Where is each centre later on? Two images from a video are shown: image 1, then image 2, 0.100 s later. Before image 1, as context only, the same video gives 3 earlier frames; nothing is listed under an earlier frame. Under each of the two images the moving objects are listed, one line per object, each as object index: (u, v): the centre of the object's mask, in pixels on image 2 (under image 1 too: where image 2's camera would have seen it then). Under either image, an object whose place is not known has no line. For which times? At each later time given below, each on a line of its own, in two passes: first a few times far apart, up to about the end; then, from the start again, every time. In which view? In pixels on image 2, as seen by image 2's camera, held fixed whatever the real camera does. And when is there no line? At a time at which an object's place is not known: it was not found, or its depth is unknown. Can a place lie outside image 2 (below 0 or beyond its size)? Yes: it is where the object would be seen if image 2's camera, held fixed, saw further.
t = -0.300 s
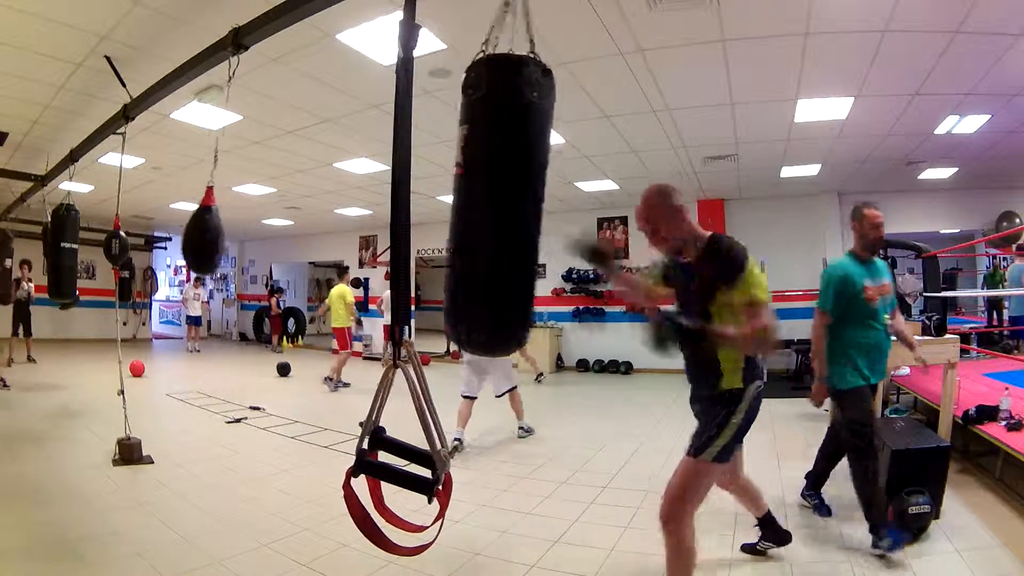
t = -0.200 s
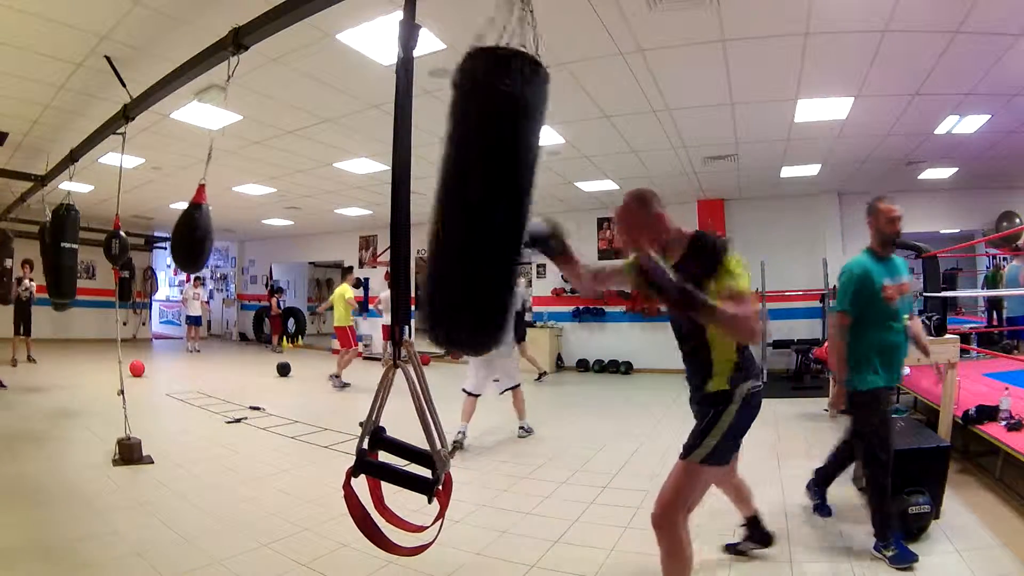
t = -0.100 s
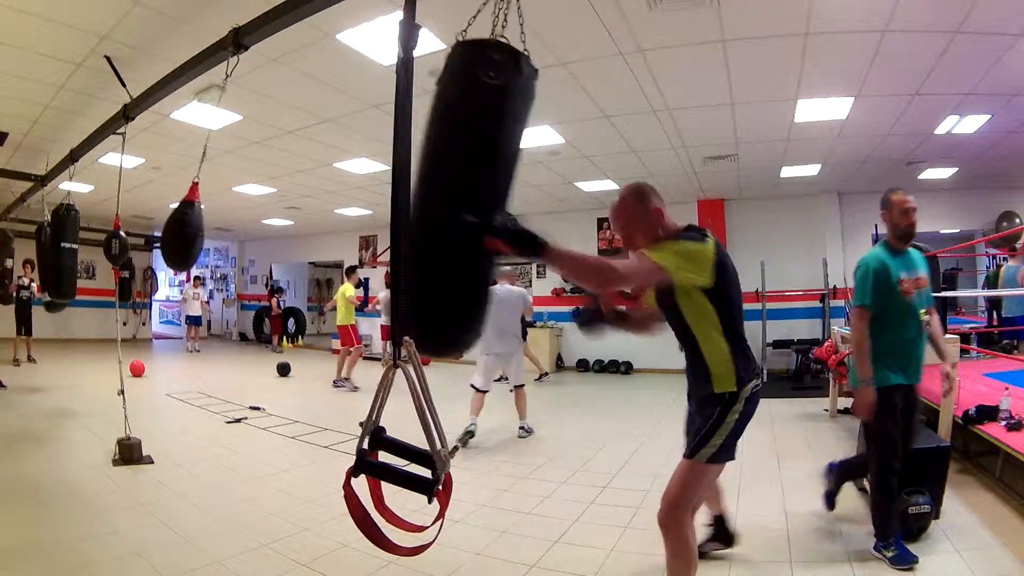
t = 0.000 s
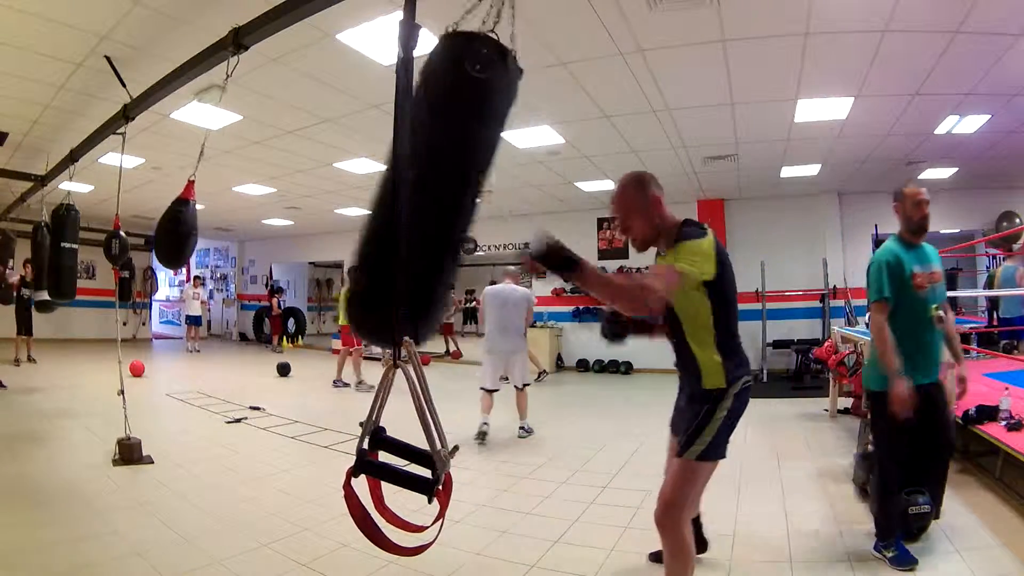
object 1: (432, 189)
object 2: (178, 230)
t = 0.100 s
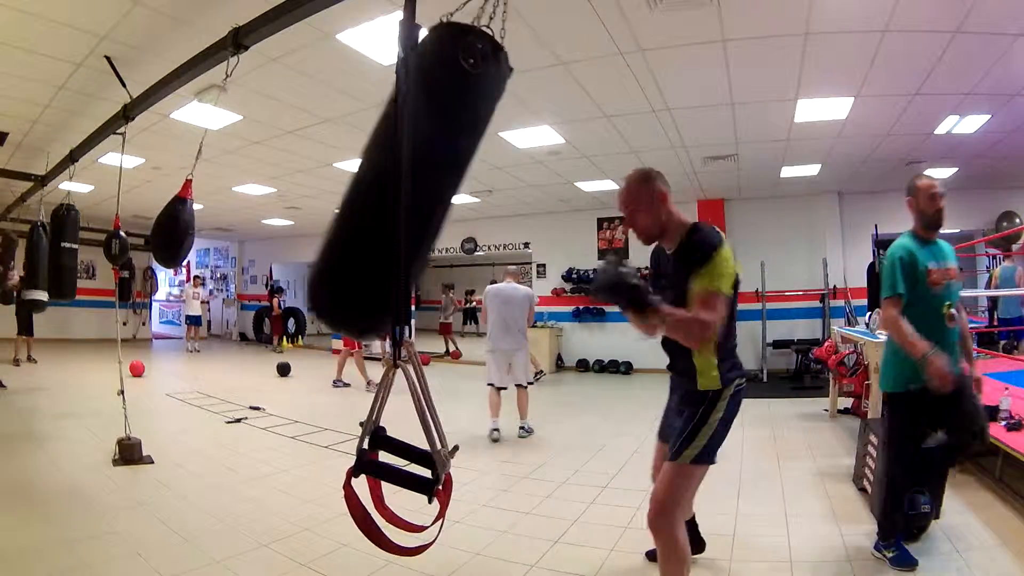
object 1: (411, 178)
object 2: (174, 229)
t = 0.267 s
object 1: (390, 173)
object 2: (177, 230)
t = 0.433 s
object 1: (409, 177)
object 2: (188, 233)
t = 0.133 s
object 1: (398, 177)
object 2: (174, 229)
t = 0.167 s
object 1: (396, 177)
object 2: (174, 229)
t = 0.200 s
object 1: (393, 175)
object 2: (175, 229)
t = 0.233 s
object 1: (390, 174)
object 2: (176, 230)
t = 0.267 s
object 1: (390, 173)
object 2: (177, 230)
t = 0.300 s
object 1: (390, 174)
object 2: (178, 230)
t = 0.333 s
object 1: (391, 174)
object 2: (181, 231)
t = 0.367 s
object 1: (395, 173)
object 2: (183, 232)
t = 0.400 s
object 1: (399, 175)
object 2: (186, 232)
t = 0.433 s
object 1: (409, 177)
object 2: (188, 233)
